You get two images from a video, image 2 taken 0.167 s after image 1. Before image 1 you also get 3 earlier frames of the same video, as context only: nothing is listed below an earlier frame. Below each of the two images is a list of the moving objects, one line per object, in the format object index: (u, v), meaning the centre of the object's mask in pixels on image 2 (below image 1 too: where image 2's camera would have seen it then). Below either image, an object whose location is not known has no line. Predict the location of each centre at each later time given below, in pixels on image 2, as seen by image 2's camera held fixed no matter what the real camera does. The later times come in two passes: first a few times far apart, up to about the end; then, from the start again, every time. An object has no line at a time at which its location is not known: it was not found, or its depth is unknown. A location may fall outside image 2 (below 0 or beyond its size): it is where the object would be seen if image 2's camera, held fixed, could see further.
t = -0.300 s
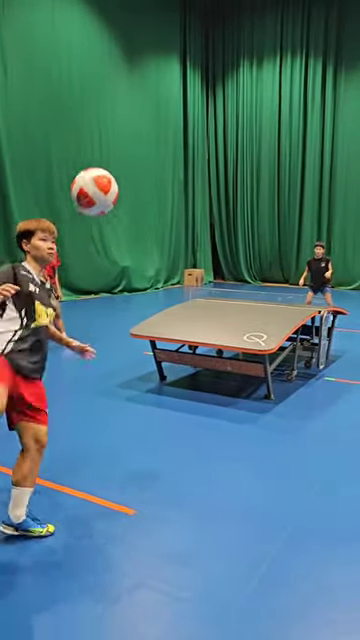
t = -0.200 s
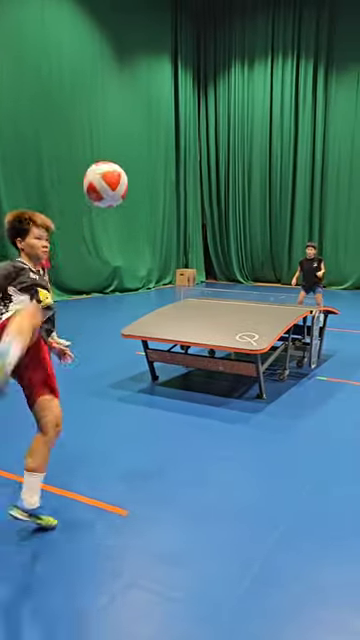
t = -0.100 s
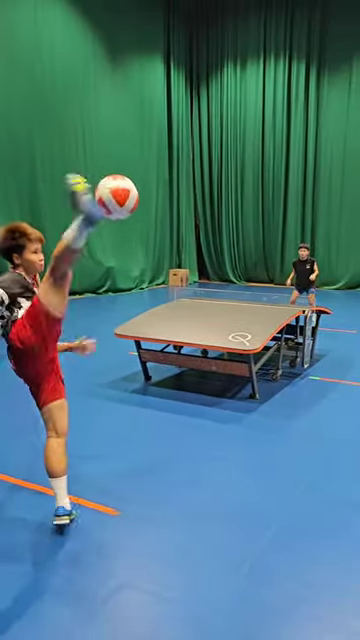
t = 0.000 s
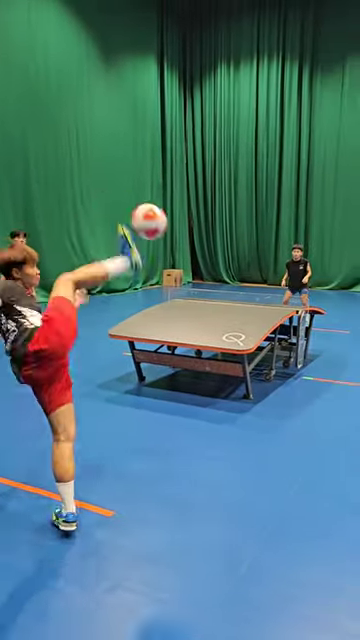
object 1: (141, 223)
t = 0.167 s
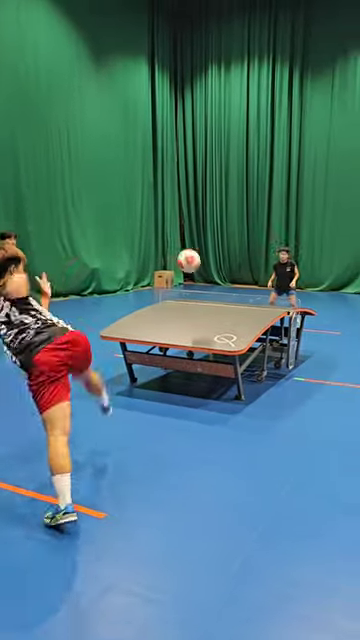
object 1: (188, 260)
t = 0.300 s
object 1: (207, 287)
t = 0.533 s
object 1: (228, 288)
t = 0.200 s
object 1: (194, 268)
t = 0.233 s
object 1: (199, 276)
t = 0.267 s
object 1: (204, 283)
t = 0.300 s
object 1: (207, 287)
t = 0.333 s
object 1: (211, 292)
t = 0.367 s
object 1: (214, 290)
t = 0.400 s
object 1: (217, 288)
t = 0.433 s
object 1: (220, 287)
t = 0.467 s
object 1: (223, 287)
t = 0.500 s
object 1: (226, 287)
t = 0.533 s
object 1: (228, 288)
